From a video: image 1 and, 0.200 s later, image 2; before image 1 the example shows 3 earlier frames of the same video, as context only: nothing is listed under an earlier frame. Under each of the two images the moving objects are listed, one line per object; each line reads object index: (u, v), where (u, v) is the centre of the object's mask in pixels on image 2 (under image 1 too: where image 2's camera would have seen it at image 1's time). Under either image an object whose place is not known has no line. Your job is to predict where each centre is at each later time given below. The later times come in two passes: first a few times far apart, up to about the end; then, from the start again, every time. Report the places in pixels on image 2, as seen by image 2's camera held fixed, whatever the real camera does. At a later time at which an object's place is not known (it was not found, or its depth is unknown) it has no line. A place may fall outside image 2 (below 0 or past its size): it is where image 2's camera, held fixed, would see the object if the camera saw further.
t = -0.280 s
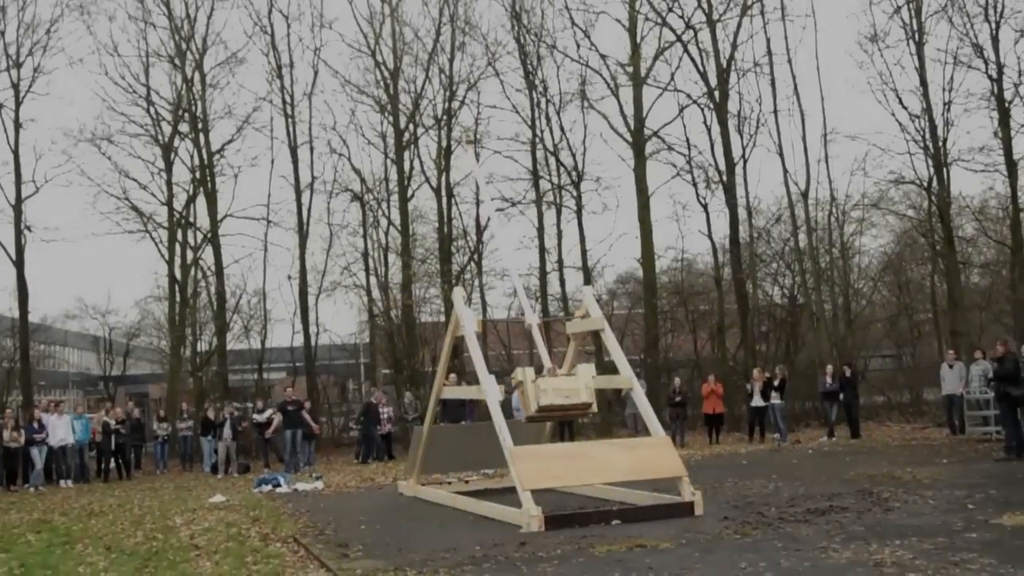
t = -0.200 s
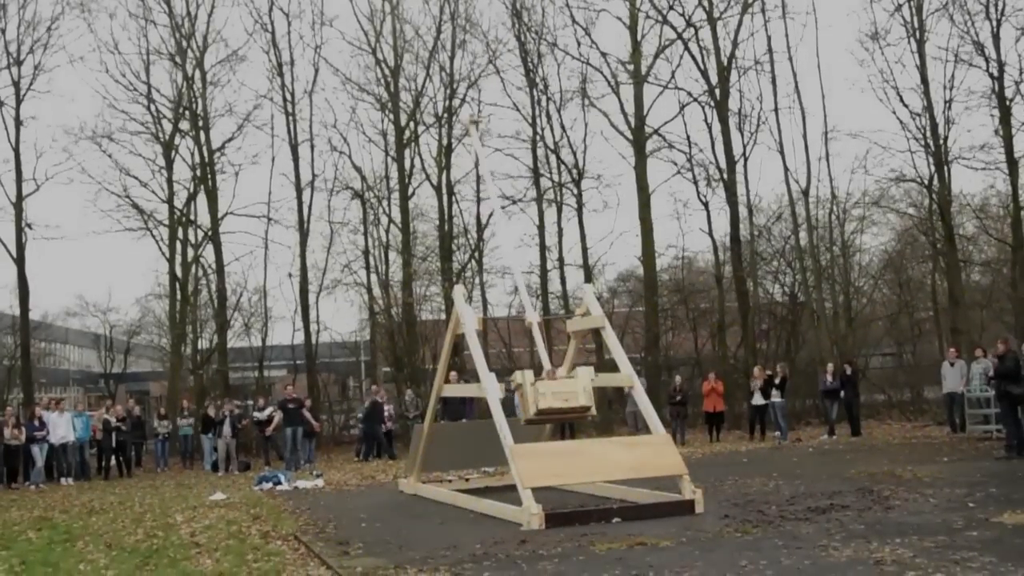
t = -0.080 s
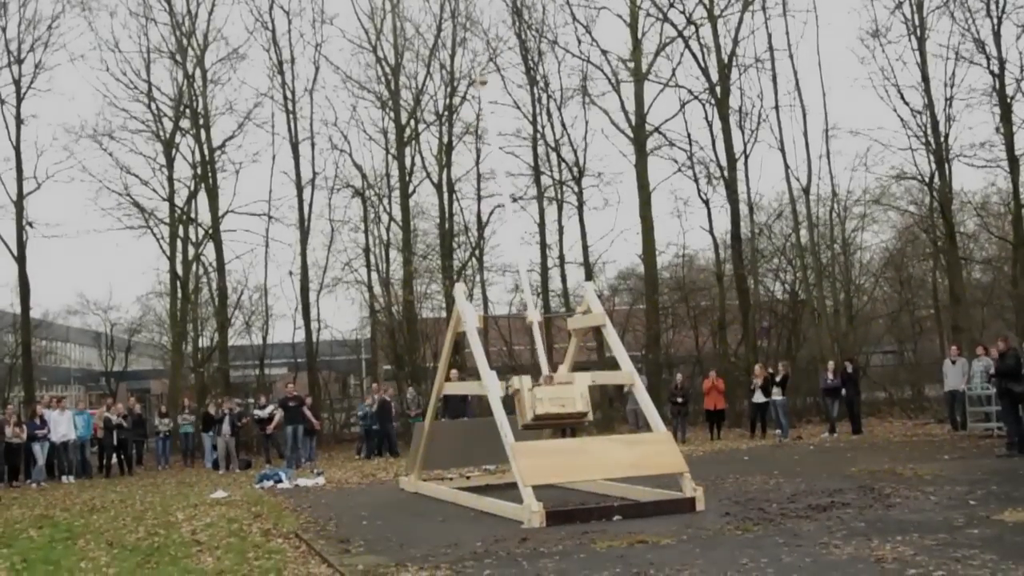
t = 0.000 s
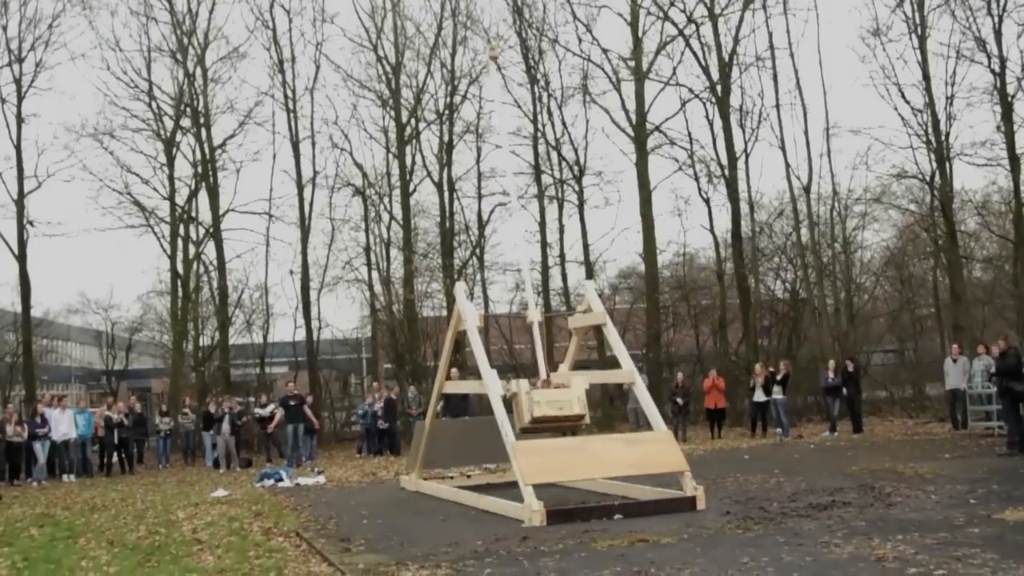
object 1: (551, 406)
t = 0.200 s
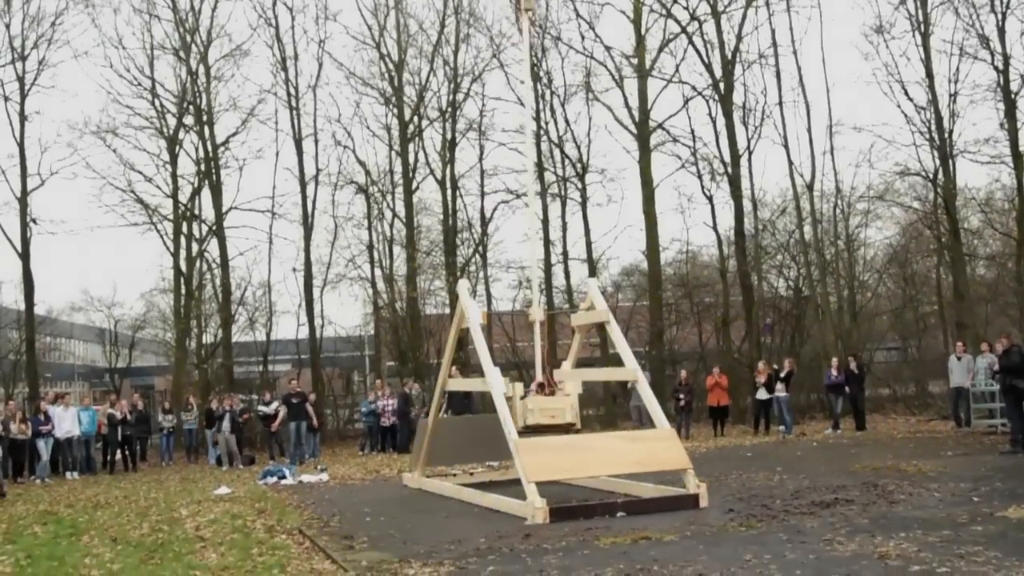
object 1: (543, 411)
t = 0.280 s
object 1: (541, 412)
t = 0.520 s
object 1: (532, 406)
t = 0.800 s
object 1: (526, 393)
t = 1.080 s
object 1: (526, 391)
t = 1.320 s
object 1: (531, 403)
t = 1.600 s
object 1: (540, 413)
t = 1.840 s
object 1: (551, 406)
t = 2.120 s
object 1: (559, 393)
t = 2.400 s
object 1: (560, 386)
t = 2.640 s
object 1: (557, 394)
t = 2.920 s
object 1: (548, 408)
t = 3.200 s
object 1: (544, 409)
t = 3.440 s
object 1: (538, 399)
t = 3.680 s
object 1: (534, 390)
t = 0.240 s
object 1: (542, 411)
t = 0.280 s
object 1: (541, 412)
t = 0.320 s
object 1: (540, 412)
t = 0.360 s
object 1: (537, 412)
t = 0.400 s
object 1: (536, 411)
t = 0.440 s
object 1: (534, 410)
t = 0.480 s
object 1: (533, 408)
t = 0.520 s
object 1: (532, 406)
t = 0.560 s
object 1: (531, 405)
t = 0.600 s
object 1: (530, 402)
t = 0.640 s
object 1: (529, 400)
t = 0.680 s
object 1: (528, 398)
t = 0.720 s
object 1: (527, 396)
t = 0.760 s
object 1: (527, 395)
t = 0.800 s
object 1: (526, 393)
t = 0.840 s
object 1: (526, 392)
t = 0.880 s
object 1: (526, 391)
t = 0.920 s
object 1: (526, 390)
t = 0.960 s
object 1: (525, 390)
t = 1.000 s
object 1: (525, 390)
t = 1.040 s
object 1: (526, 391)
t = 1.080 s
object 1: (526, 391)
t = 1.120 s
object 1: (526, 393)
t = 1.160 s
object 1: (528, 396)
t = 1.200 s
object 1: (528, 396)
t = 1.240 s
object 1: (529, 400)
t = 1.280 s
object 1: (529, 401)
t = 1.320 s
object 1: (531, 403)
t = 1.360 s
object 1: (532, 406)
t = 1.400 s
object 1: (534, 409)
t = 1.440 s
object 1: (535, 410)
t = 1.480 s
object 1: (536, 410)
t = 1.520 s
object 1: (537, 412)
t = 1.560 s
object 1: (539, 412)
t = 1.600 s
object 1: (540, 413)
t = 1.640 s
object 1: (542, 413)
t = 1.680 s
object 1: (544, 413)
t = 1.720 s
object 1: (546, 411)
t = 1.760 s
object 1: (545, 410)
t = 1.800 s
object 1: (549, 407)
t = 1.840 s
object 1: (551, 406)
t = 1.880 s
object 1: (551, 406)
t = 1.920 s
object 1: (553, 403)
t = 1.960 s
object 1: (555, 401)
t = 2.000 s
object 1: (555, 399)
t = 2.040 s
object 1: (556, 396)
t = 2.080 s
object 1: (558, 394)
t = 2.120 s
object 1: (559, 393)
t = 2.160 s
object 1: (559, 391)
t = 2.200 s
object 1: (560, 389)
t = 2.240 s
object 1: (560, 388)
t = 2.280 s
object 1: (560, 387)
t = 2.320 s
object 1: (561, 386)
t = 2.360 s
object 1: (560, 386)
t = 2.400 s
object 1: (560, 386)
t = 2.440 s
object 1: (560, 386)
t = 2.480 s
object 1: (559, 387)
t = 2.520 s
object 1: (559, 389)
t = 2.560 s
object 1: (559, 390)
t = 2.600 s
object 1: (558, 392)
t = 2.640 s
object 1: (557, 394)
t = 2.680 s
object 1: (557, 396)
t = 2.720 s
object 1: (555, 398)
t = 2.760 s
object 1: (555, 400)
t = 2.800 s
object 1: (553, 402)
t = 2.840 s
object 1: (551, 405)
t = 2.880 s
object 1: (550, 407)
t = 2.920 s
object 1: (548, 408)
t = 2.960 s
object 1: (547, 410)
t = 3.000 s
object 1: (546, 410)
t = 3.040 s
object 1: (544, 411)
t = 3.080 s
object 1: (544, 412)
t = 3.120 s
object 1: (543, 412)
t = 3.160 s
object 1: (545, 409)
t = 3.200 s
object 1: (544, 409)
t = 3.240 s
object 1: (543, 407)
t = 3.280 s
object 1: (542, 406)
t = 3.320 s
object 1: (541, 405)
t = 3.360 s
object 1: (540, 403)
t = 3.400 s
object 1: (539, 401)
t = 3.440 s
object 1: (538, 399)
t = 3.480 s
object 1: (538, 398)
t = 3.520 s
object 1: (537, 396)
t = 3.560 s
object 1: (535, 394)
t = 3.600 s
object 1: (536, 393)
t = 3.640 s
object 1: (535, 391)
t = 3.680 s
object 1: (534, 390)
